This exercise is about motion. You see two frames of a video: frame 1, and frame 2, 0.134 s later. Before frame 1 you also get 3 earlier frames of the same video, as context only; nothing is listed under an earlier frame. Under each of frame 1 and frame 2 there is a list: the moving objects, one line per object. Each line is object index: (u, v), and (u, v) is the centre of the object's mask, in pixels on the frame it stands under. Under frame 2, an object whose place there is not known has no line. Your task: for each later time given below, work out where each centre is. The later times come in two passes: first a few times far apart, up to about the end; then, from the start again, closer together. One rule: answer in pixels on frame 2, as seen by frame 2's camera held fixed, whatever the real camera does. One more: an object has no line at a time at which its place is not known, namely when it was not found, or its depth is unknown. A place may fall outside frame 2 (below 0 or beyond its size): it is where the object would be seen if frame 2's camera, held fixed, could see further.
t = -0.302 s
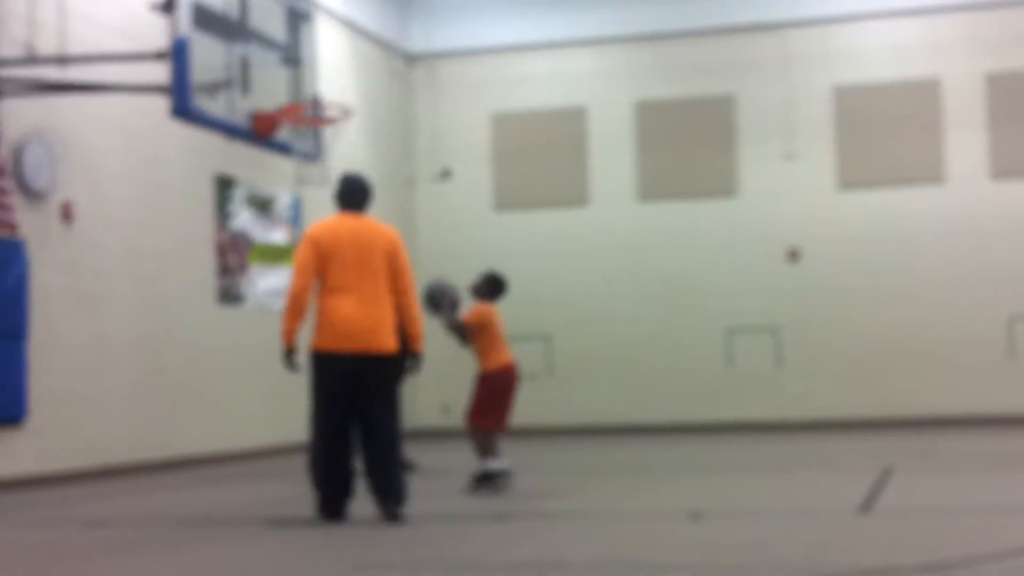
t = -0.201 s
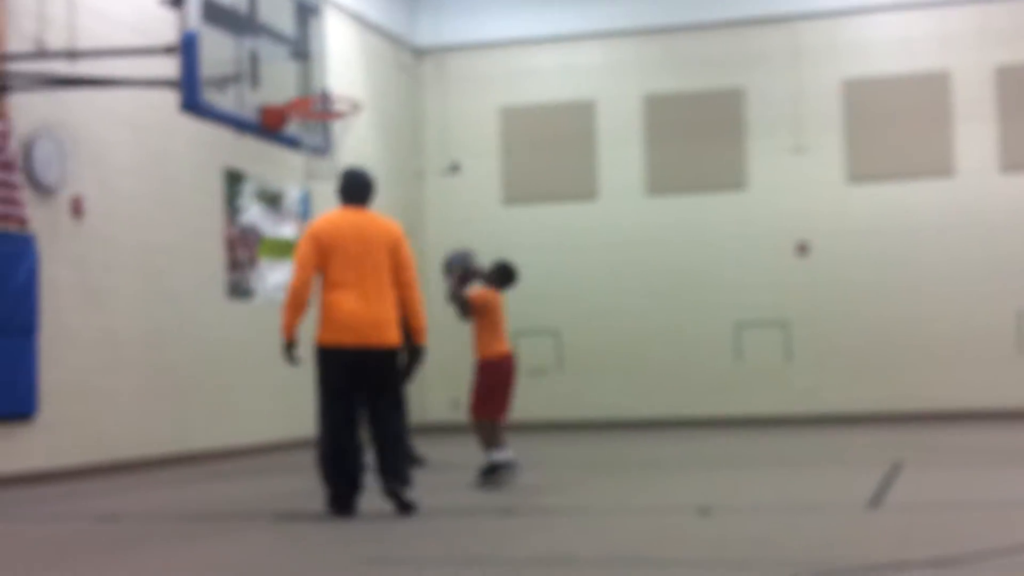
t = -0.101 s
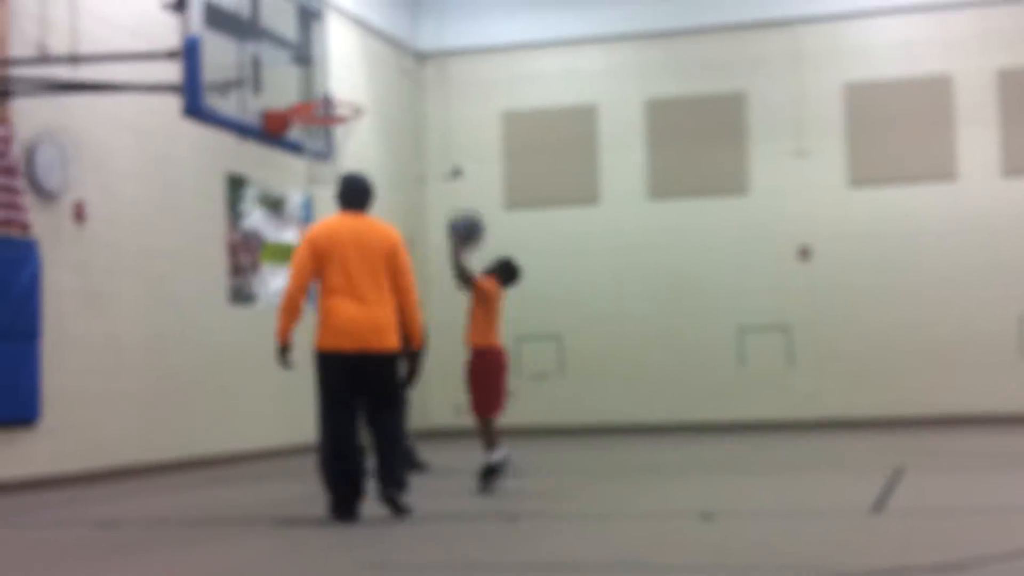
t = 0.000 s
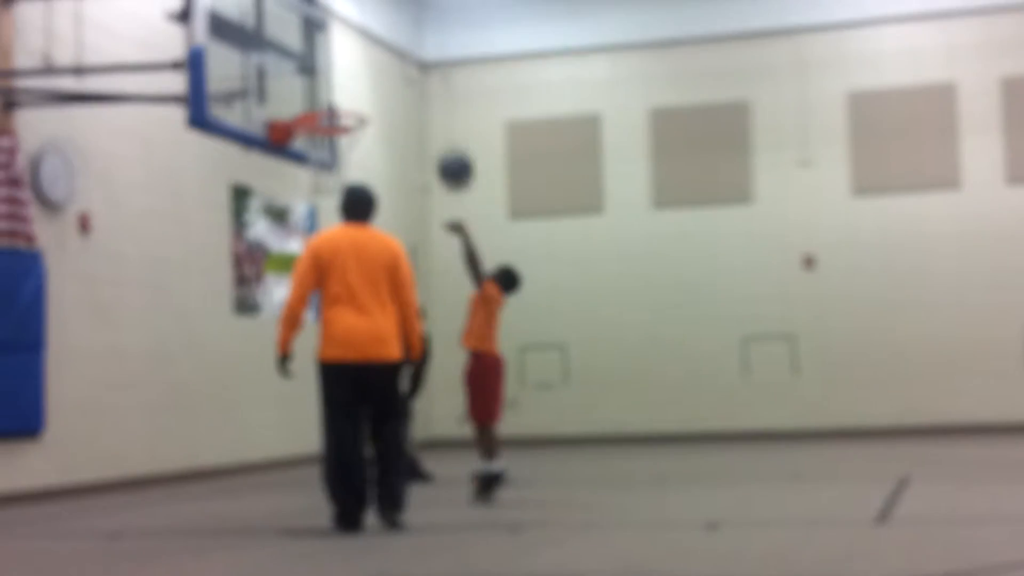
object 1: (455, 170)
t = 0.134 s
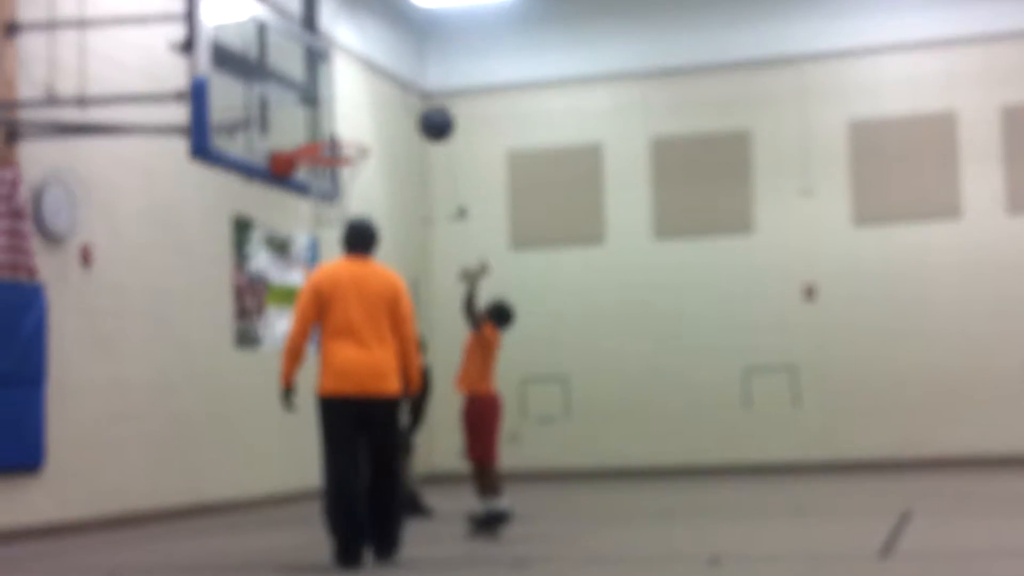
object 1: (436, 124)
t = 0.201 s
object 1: (425, 96)
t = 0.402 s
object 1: (395, 53)
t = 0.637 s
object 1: (364, 81)
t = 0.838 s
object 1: (338, 173)
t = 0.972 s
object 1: (322, 245)
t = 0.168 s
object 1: (430, 109)
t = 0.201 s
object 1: (425, 96)
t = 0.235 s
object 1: (421, 85)
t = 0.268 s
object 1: (415, 75)
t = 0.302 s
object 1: (410, 68)
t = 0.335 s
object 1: (406, 60)
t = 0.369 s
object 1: (401, 55)
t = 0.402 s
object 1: (395, 53)
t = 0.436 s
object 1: (391, 52)
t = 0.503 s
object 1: (381, 55)
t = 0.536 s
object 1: (378, 60)
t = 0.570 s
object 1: (373, 65)
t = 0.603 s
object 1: (369, 72)
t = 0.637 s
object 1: (364, 81)
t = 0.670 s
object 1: (360, 92)
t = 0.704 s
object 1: (356, 104)
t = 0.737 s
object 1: (350, 118)
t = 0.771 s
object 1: (346, 133)
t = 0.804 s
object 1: (342, 153)
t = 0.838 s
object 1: (338, 173)
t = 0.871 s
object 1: (334, 191)
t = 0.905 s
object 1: (330, 209)
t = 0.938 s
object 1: (327, 227)
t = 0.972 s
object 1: (322, 245)
